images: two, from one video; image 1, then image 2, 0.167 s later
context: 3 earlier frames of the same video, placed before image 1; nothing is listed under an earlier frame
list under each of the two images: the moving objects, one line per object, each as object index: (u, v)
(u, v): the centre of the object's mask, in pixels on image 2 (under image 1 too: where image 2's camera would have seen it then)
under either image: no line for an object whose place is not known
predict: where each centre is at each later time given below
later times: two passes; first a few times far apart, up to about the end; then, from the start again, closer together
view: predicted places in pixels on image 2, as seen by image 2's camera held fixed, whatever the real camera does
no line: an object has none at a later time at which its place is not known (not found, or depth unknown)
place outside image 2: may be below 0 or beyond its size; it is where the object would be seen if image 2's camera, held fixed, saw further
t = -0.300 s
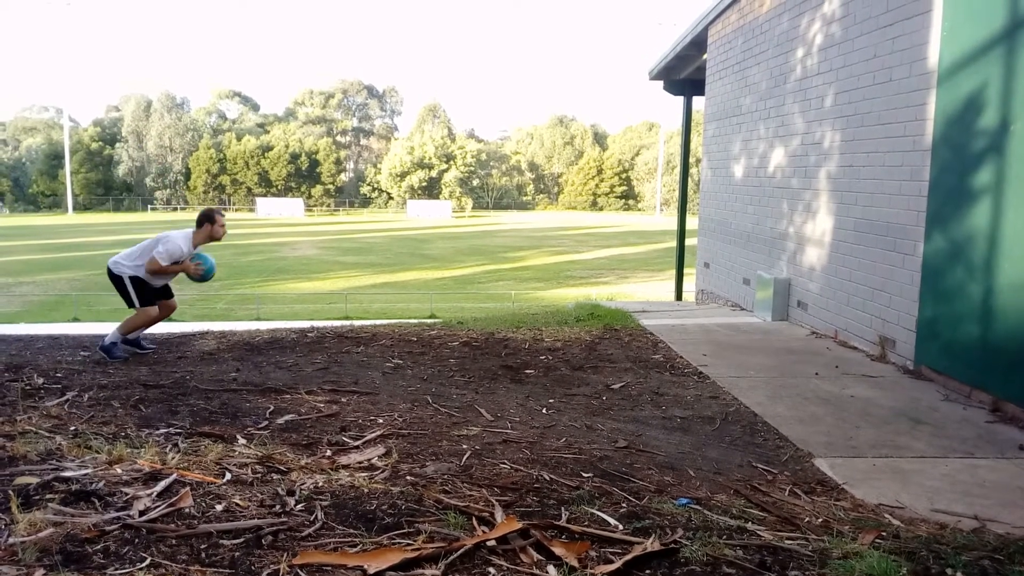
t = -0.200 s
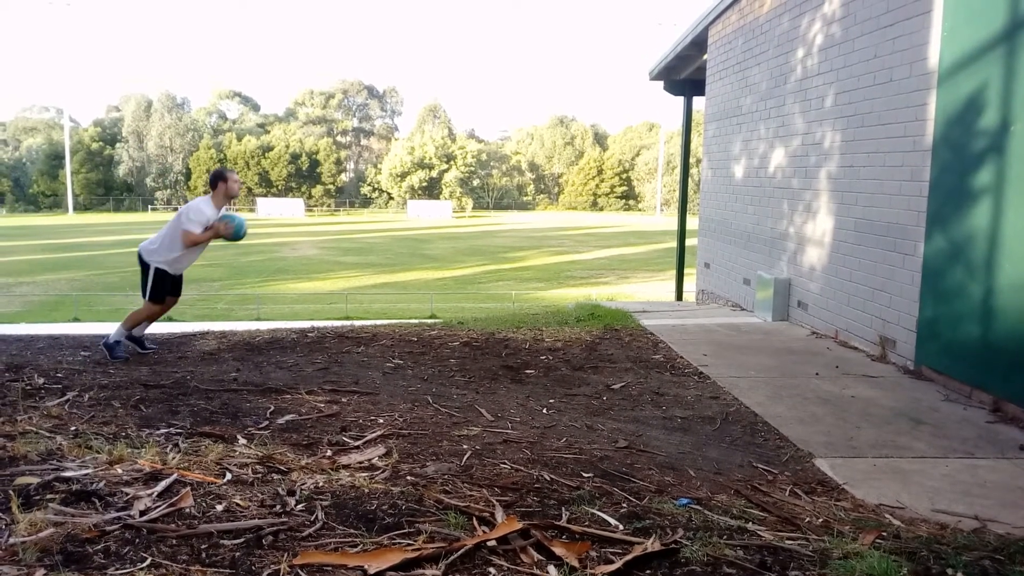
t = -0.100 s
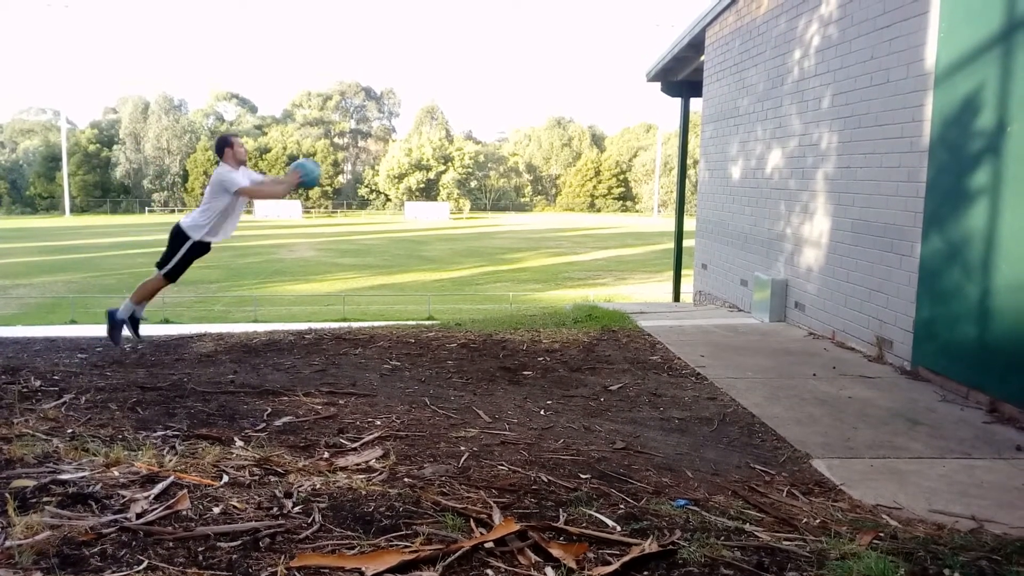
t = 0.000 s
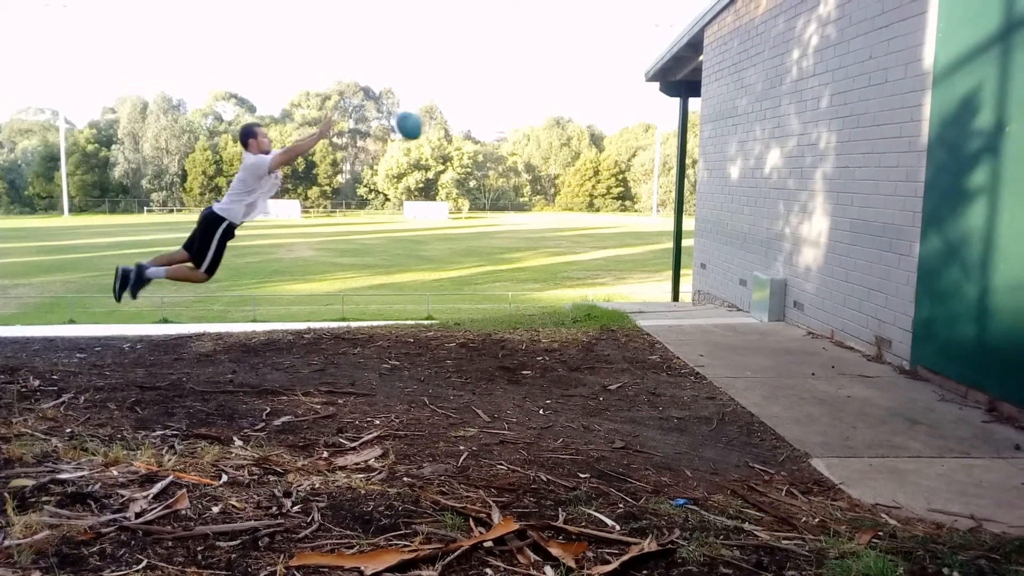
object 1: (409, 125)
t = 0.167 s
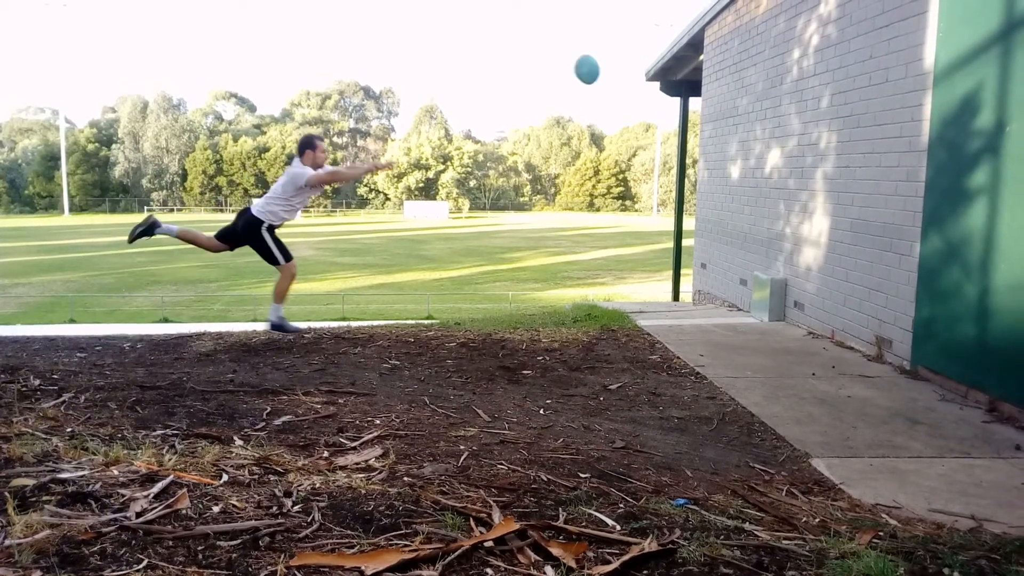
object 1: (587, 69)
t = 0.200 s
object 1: (623, 63)
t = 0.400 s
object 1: (827, 53)
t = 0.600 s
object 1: (692, 94)
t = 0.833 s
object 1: (538, 211)
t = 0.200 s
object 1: (623, 63)
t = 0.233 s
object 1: (660, 57)
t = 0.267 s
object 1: (695, 53)
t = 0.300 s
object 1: (731, 50)
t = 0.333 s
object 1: (768, 50)
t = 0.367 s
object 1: (803, 51)
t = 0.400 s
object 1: (827, 53)
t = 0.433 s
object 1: (805, 56)
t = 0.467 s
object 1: (782, 61)
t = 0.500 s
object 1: (761, 67)
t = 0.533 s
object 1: (738, 74)
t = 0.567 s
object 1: (715, 84)
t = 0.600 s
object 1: (692, 94)
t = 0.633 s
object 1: (671, 106)
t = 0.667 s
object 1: (648, 122)
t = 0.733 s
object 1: (604, 153)
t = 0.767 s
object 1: (582, 171)
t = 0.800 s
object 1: (559, 191)
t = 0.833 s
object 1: (538, 211)
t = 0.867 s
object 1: (517, 235)
